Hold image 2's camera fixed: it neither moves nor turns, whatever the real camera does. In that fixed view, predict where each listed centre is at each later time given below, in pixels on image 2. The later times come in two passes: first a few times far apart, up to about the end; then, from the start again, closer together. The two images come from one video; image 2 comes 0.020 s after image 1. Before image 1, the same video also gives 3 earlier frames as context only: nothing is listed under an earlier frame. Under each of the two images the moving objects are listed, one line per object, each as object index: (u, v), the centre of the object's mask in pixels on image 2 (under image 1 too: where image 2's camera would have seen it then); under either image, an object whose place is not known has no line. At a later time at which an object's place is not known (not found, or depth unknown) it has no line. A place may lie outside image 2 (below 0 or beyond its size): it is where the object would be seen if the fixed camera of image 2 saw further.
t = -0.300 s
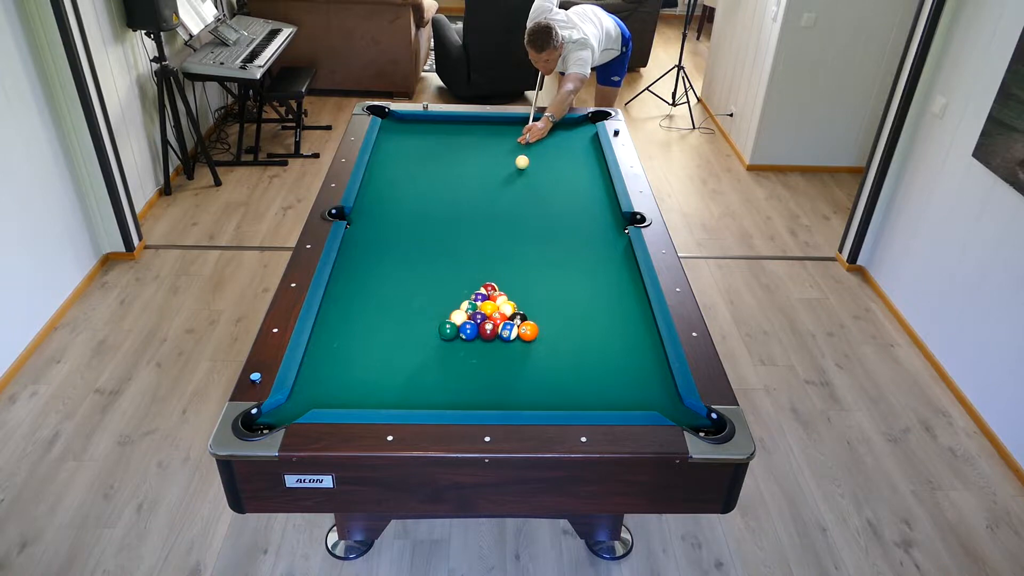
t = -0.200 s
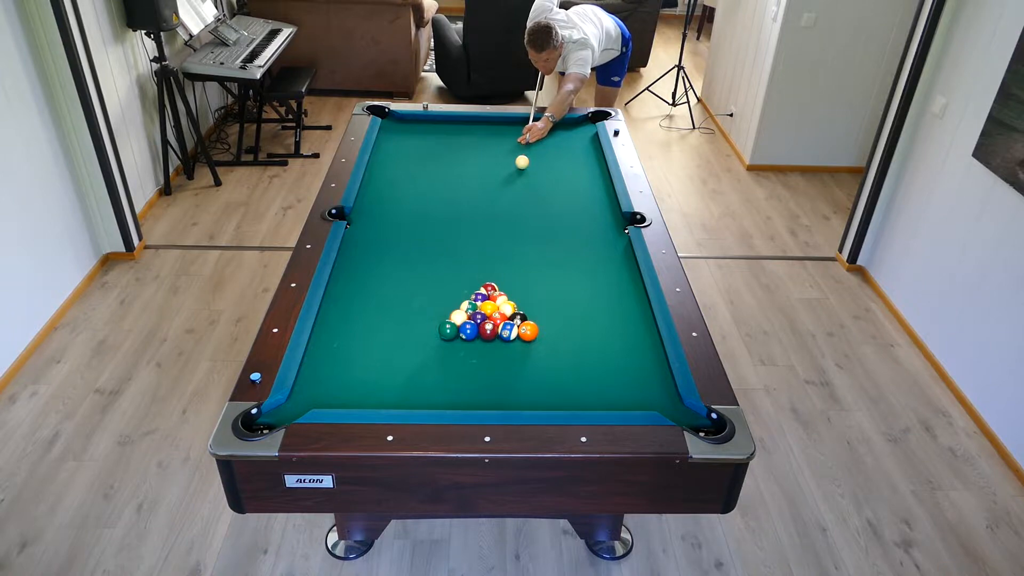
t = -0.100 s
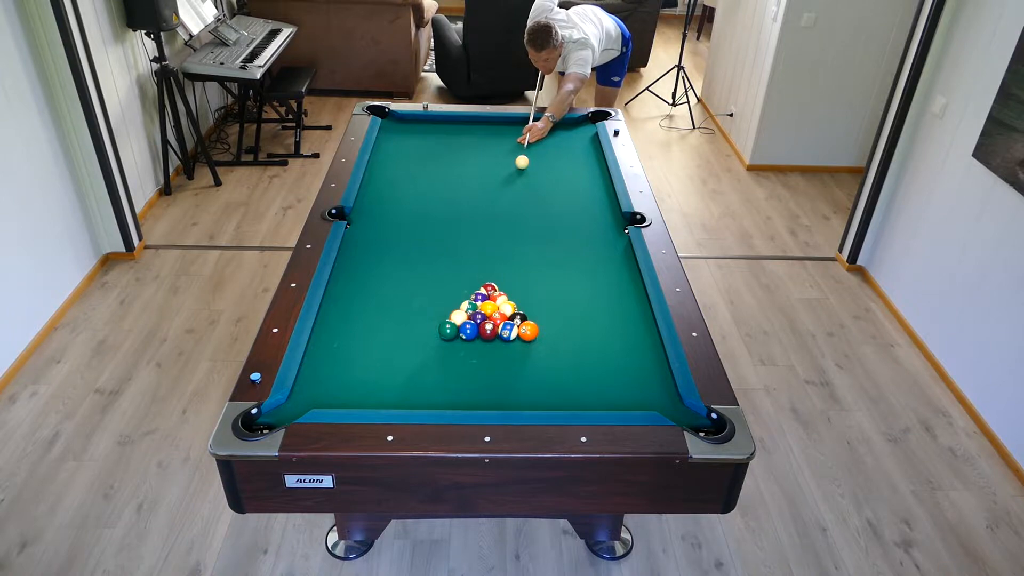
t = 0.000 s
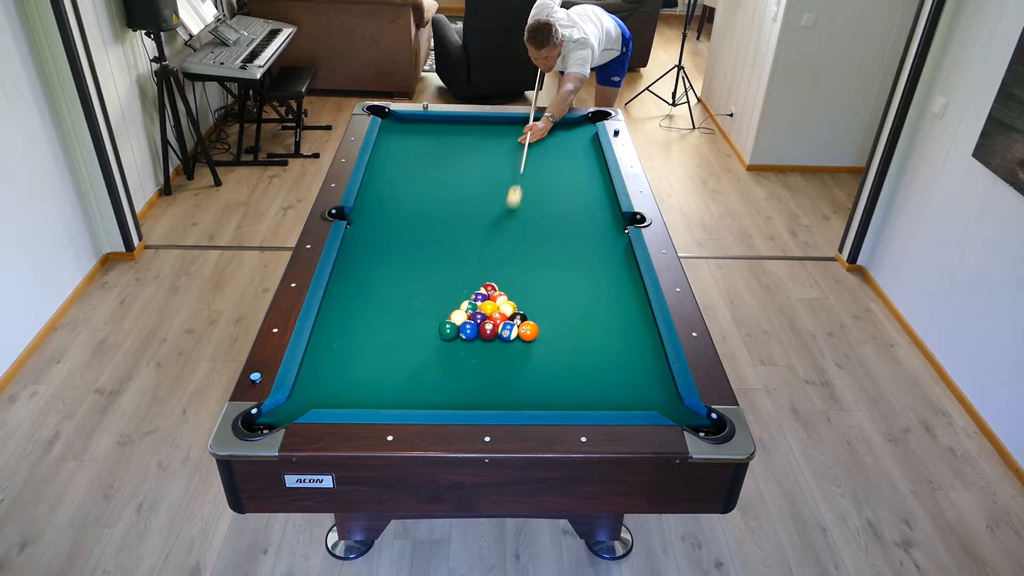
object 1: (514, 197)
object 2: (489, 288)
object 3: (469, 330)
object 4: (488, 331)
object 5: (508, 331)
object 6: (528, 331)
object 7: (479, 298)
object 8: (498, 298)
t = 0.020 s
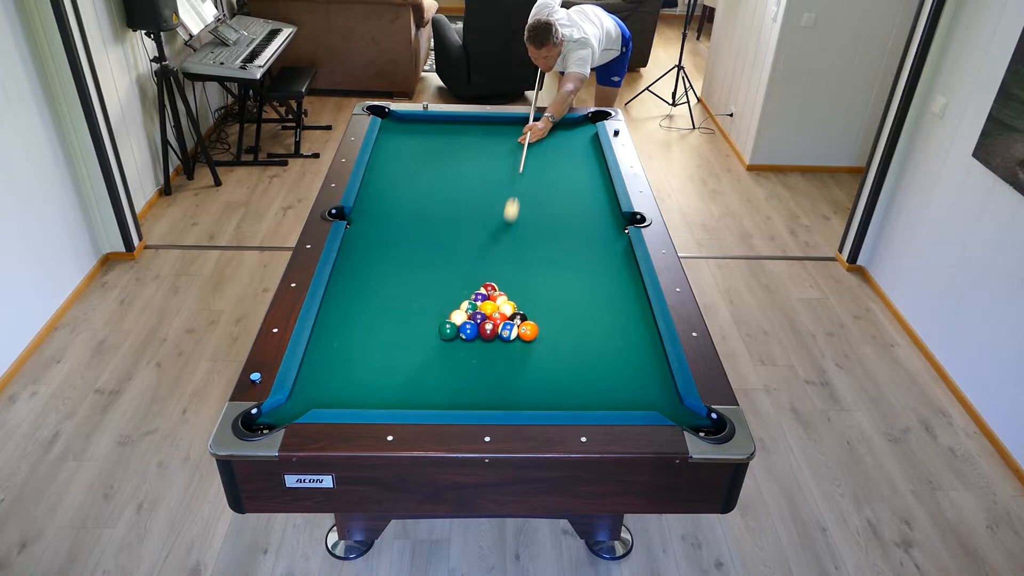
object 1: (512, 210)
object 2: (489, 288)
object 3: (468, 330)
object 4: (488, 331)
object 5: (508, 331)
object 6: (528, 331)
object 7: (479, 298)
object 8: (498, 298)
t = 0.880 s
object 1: (596, 275)
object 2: (432, 255)
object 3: (484, 372)
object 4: (575, 395)
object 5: (595, 387)
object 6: (646, 342)
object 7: (371, 243)
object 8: (513, 287)
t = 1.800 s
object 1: (515, 270)
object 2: (385, 226)
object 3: (478, 322)
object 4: (624, 377)
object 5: (636, 336)
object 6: (587, 268)
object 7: (406, 203)
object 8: (501, 288)
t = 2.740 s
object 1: (484, 259)
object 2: (361, 210)
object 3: (461, 309)
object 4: (644, 358)
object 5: (633, 310)
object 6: (536, 220)
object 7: (456, 178)
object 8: (469, 296)
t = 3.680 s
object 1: (470, 256)
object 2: (374, 212)
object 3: (455, 309)
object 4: (646, 354)
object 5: (620, 300)
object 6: (502, 190)
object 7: (489, 163)
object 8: (463, 295)
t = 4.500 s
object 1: (469, 256)
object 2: (375, 212)
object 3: (455, 309)
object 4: (646, 355)
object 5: (618, 299)
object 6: (483, 173)
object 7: (507, 156)
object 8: (463, 295)
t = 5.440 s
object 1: (469, 256)
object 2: (375, 212)
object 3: (455, 309)
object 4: (646, 354)
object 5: (618, 299)
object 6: (470, 163)
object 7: (515, 154)
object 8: (463, 295)
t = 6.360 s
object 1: (470, 257)
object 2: (375, 212)
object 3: (455, 309)
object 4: (646, 354)
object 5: (618, 299)
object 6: (468, 161)
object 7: (514, 154)
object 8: (463, 295)
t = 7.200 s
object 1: (469, 261)
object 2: (375, 212)
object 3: (455, 309)
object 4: (646, 354)
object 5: (618, 299)
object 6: (468, 161)
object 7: (514, 154)
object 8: (463, 295)
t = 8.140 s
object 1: (469, 261)
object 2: (375, 212)
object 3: (455, 309)
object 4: (646, 355)
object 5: (618, 299)
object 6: (468, 161)
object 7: (514, 154)
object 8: (463, 295)
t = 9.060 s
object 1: (469, 261)
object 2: (375, 212)
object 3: (455, 309)
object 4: (646, 354)
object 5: (618, 299)
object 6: (468, 161)
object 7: (514, 154)
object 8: (463, 295)
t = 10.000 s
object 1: (469, 261)
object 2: (375, 212)
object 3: (455, 309)
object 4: (646, 354)
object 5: (618, 299)
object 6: (468, 161)
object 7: (514, 154)
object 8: (463, 295)
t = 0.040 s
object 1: (509, 224)
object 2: (489, 288)
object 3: (468, 330)
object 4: (488, 331)
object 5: (508, 331)
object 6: (528, 331)
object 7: (479, 298)
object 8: (498, 298)
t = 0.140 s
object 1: (506, 281)
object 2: (487, 289)
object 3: (469, 335)
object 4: (492, 333)
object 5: (512, 335)
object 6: (535, 338)
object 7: (474, 297)
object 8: (499, 297)
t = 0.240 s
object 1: (539, 280)
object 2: (478, 284)
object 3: (472, 354)
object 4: (503, 341)
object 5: (526, 349)
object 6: (563, 367)
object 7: (456, 288)
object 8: (502, 296)
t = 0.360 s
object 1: (572, 278)
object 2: (468, 278)
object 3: (476, 375)
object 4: (517, 352)
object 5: (542, 366)
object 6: (593, 397)
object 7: (438, 279)
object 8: (504, 294)
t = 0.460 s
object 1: (597, 276)
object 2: (460, 273)
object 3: (479, 393)
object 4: (528, 360)
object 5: (555, 380)
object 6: (609, 394)
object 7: (424, 271)
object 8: (506, 293)
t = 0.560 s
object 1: (622, 274)
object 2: (453, 269)
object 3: (481, 400)
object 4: (539, 368)
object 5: (569, 396)
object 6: (618, 380)
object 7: (411, 264)
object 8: (508, 292)
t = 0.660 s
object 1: (624, 274)
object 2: (446, 265)
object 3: (483, 392)
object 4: (550, 376)
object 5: (581, 402)
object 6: (628, 367)
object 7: (398, 257)
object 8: (510, 290)
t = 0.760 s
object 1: (610, 274)
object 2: (439, 260)
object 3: (484, 383)
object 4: (562, 385)
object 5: (588, 395)
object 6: (636, 355)
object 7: (386, 251)
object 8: (511, 289)
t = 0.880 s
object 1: (596, 275)
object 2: (432, 255)
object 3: (484, 372)
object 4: (575, 395)
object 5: (595, 387)
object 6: (646, 342)
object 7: (371, 243)
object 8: (513, 287)
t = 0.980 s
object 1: (584, 275)
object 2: (426, 252)
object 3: (485, 364)
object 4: (587, 402)
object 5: (601, 381)
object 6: (647, 332)
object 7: (360, 237)
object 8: (514, 286)
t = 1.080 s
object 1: (573, 276)
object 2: (420, 248)
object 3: (485, 356)
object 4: (593, 401)
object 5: (606, 374)
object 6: (639, 322)
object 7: (354, 231)
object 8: (515, 285)
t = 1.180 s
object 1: (561, 276)
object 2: (414, 245)
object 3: (486, 349)
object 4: (598, 399)
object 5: (611, 368)
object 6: (631, 313)
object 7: (363, 227)
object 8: (515, 284)
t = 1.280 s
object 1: (550, 276)
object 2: (409, 241)
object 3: (486, 342)
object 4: (603, 394)
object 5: (616, 362)
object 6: (623, 305)
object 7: (370, 222)
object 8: (516, 284)
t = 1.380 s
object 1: (539, 277)
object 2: (404, 238)
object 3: (487, 336)
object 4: (608, 390)
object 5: (620, 357)
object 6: (615, 297)
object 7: (377, 218)
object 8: (517, 283)
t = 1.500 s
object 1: (529, 276)
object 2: (398, 234)
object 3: (486, 330)
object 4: (613, 386)
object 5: (626, 350)
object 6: (607, 288)
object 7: (386, 214)
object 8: (515, 284)
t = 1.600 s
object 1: (524, 274)
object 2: (393, 231)
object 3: (483, 327)
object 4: (617, 383)
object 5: (629, 346)
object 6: (600, 281)
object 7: (393, 210)
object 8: (510, 285)
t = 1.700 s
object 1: (519, 272)
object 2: (389, 228)
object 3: (480, 324)
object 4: (620, 379)
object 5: (633, 341)
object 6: (593, 274)
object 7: (400, 206)
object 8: (506, 287)
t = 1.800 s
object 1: (515, 270)
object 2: (385, 226)
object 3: (478, 322)
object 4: (624, 377)
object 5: (636, 336)
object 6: (587, 268)
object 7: (406, 203)
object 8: (501, 288)
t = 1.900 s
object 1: (511, 269)
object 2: (381, 224)
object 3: (475, 320)
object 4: (627, 374)
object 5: (640, 332)
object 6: (581, 262)
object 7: (412, 200)
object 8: (497, 288)
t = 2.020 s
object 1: (506, 267)
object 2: (376, 221)
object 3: (472, 318)
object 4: (630, 371)
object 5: (643, 328)
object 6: (574, 255)
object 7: (419, 196)
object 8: (492, 289)
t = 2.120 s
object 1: (502, 266)
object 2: (372, 219)
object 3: (470, 316)
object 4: (633, 369)
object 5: (646, 324)
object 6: (568, 249)
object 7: (425, 193)
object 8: (488, 291)
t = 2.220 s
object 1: (499, 265)
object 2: (369, 217)
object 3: (468, 315)
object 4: (635, 366)
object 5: (645, 321)
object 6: (562, 244)
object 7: (431, 190)
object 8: (484, 292)
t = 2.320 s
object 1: (495, 263)
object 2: (366, 214)
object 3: (466, 313)
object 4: (638, 365)
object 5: (643, 318)
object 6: (557, 239)
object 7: (436, 188)
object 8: (481, 294)
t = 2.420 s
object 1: (492, 262)
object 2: (363, 213)
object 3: (465, 312)
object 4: (640, 363)
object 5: (640, 316)
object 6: (552, 234)
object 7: (441, 186)
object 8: (477, 295)
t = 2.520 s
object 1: (489, 261)
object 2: (360, 211)
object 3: (463, 311)
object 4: (641, 361)
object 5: (638, 314)
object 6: (547, 230)
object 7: (446, 183)
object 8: (475, 296)
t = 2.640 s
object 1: (486, 260)
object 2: (359, 210)
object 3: (462, 310)
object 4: (643, 360)
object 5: (635, 312)
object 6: (541, 225)
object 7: (451, 180)
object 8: (472, 296)
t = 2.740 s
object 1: (484, 259)
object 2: (361, 210)
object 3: (461, 309)
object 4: (644, 358)
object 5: (633, 310)
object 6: (536, 220)
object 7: (456, 178)
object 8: (469, 296)
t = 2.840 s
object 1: (481, 258)
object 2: (363, 210)
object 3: (459, 309)
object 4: (645, 357)
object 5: (631, 308)
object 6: (532, 217)
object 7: (460, 176)
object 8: (467, 296)
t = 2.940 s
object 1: (479, 258)
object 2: (366, 210)
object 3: (458, 309)
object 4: (646, 356)
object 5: (629, 307)
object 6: (528, 213)
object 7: (465, 174)
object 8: (465, 296)
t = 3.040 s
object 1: (477, 257)
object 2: (368, 210)
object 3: (457, 309)
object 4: (646, 355)
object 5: (628, 305)
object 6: (524, 209)
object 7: (469, 172)
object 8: (464, 295)
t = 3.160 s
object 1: (475, 257)
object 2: (370, 210)
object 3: (456, 309)
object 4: (646, 355)
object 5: (626, 304)
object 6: (520, 205)
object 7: (473, 170)
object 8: (463, 295)
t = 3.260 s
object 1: (474, 256)
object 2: (371, 211)
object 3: (456, 309)
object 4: (646, 354)
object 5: (624, 303)
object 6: (516, 202)
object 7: (476, 169)
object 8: (462, 295)
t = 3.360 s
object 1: (473, 256)
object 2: (372, 211)
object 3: (455, 309)
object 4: (646, 354)
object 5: (623, 302)
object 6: (512, 199)
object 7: (480, 167)
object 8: (463, 295)
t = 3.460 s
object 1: (471, 256)
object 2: (373, 211)
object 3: (455, 309)
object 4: (646, 354)
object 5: (622, 301)
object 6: (509, 196)
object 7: (483, 166)
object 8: (463, 295)
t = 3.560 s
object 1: (470, 256)
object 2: (374, 211)
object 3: (455, 309)
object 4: (646, 354)
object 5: (621, 300)
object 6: (506, 194)
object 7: (486, 164)
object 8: (463, 295)
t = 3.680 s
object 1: (470, 256)
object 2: (374, 212)
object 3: (455, 309)
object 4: (646, 354)
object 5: (620, 300)
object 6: (502, 190)
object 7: (489, 163)
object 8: (463, 295)
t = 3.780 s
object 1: (470, 256)
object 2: (375, 212)
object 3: (455, 309)
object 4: (646, 354)
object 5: (620, 300)
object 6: (499, 188)
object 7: (492, 162)
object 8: (463, 295)
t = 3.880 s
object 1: (470, 256)
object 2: (375, 212)
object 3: (455, 309)
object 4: (646, 354)
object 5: (619, 300)
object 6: (497, 185)
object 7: (495, 160)
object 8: (463, 295)
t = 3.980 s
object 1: (470, 256)
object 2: (375, 212)
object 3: (455, 309)
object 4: (646, 354)
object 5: (619, 300)
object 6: (494, 183)
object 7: (497, 160)
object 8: (463, 295)
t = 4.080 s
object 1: (469, 256)
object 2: (375, 212)
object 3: (455, 309)
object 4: (646, 354)
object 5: (619, 299)
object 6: (492, 181)
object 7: (499, 159)
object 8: (463, 295)
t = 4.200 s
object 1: (469, 256)
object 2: (375, 212)
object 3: (455, 309)
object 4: (646, 354)
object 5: (619, 299)
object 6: (489, 179)
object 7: (502, 158)
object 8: (463, 295)
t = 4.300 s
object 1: (469, 256)
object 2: (375, 212)
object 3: (455, 309)
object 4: (646, 355)
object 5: (619, 299)
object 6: (487, 177)
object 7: (504, 157)
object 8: (463, 295)
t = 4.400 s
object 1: (469, 256)
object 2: (375, 212)
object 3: (455, 309)
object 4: (646, 355)
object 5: (618, 299)
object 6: (485, 175)
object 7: (506, 156)
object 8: (463, 295)
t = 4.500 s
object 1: (469, 256)
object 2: (375, 212)
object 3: (455, 309)
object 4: (646, 355)
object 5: (618, 299)
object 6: (483, 173)
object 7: (507, 156)
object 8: (463, 295)
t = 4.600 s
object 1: (469, 256)
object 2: (375, 212)
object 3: (455, 309)
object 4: (646, 354)
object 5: (618, 299)
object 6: (481, 172)
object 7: (509, 155)
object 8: (463, 295)
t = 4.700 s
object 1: (469, 256)
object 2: (375, 212)
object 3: (455, 309)
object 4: (646, 354)
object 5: (619, 299)
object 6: (479, 171)
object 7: (510, 155)
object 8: (463, 295)
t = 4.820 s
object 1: (469, 256)
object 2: (375, 212)
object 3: (455, 309)
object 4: (646, 354)
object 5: (618, 299)
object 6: (477, 169)
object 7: (511, 154)
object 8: (463, 295)
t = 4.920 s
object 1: (469, 256)
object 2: (375, 212)
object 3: (455, 309)
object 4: (646, 354)
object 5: (618, 299)
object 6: (476, 168)
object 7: (512, 154)
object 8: (463, 295)
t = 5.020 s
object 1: (469, 256)
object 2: (375, 212)
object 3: (455, 309)
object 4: (646, 354)
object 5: (618, 299)
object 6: (475, 167)
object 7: (513, 154)
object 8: (463, 295)
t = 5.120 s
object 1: (470, 256)
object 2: (375, 212)
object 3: (455, 309)
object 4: (646, 354)
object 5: (618, 299)
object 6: (473, 166)
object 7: (514, 154)
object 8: (463, 295)
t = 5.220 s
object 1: (469, 256)
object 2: (375, 212)
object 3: (455, 309)
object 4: (646, 354)
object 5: (618, 299)
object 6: (472, 165)
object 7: (514, 154)
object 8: (463, 295)
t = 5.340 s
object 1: (469, 256)
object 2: (375, 212)
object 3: (455, 309)
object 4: (646, 354)
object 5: (618, 299)
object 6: (471, 164)
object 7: (515, 154)
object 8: (463, 295)
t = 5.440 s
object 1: (469, 256)
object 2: (375, 212)
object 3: (455, 309)
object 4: (646, 354)
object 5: (618, 299)
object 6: (470, 163)
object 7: (515, 154)
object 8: (463, 295)
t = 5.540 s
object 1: (469, 256)
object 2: (375, 212)
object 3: (455, 309)
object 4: (646, 354)
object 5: (618, 299)
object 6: (470, 163)
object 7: (515, 154)
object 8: (463, 295)
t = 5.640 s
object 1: (469, 256)
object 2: (375, 212)
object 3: (455, 309)
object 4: (646, 354)
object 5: (618, 299)
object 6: (469, 162)
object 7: (515, 154)
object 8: (463, 295)
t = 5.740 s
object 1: (469, 256)
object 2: (375, 212)
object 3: (455, 309)
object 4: (646, 354)
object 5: (618, 299)
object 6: (469, 162)
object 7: (514, 154)
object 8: (463, 295)
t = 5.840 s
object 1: (469, 256)
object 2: (375, 212)
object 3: (455, 309)
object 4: (646, 354)
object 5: (618, 299)
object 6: (468, 161)
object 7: (514, 154)
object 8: (463, 295)
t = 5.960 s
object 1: (469, 256)
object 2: (375, 212)
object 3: (455, 309)
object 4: (646, 354)
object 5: (618, 299)
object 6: (468, 161)
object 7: (514, 154)
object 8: (463, 295)
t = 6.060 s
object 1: (469, 256)
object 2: (375, 212)
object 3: (455, 309)
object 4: (646, 354)
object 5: (618, 299)
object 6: (468, 161)
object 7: (514, 154)
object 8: (463, 295)
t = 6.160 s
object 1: (469, 256)
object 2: (375, 212)
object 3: (455, 309)
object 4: (646, 354)
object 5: (618, 299)
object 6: (468, 161)
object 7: (514, 154)
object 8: (463, 295)
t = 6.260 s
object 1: (470, 256)
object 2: (375, 212)
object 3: (455, 309)
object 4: (646, 354)
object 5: (618, 299)
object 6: (468, 161)
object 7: (514, 154)
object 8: (463, 295)
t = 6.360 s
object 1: (470, 257)
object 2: (375, 212)
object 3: (455, 309)
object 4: (646, 354)
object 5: (618, 299)
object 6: (468, 161)
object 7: (514, 154)
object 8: (463, 295)
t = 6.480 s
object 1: (470, 258)
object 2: (375, 212)
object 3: (455, 309)
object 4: (646, 354)
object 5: (618, 299)
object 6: (468, 161)
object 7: (514, 154)
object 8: (463, 295)
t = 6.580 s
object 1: (470, 259)
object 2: (375, 212)
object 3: (455, 309)
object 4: (646, 354)
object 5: (618, 299)
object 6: (468, 161)
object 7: (514, 154)
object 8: (463, 295)
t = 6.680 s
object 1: (469, 260)
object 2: (375, 212)
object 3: (455, 309)
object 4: (646, 354)
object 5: (618, 299)
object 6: (468, 161)
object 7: (515, 154)
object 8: (463, 295)
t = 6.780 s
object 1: (469, 260)
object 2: (375, 212)
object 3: (455, 309)
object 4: (646, 354)
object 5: (618, 299)
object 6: (468, 161)
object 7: (514, 154)
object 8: (463, 295)
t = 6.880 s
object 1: (469, 261)
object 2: (375, 212)
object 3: (455, 309)
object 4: (646, 354)
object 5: (618, 299)
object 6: (468, 161)
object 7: (514, 154)
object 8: (463, 295)
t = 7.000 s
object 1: (468, 261)
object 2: (375, 212)
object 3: (455, 309)
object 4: (646, 354)
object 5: (618, 299)
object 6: (468, 161)
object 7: (514, 154)
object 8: (463, 295)
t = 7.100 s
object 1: (468, 261)
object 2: (375, 212)
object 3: (455, 309)
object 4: (646, 354)
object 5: (618, 299)
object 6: (468, 161)
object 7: (514, 154)
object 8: (463, 295)
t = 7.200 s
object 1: (469, 261)
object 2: (375, 212)
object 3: (455, 309)
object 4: (646, 354)
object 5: (618, 299)
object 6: (468, 161)
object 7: (514, 154)
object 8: (463, 295)
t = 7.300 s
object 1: (468, 261)
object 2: (375, 212)
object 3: (455, 309)
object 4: (646, 354)
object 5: (618, 299)
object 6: (468, 161)
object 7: (514, 154)
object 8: (463, 295)
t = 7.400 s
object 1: (469, 261)
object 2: (375, 212)
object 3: (455, 309)
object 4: (646, 354)
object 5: (618, 299)
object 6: (468, 161)
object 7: (514, 154)
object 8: (463, 295)
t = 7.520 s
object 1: (468, 261)
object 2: (375, 212)
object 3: (455, 309)
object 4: (646, 354)
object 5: (618, 299)
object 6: (468, 161)
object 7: (514, 154)
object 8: (463, 295)
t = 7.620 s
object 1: (468, 261)
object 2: (375, 212)
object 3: (455, 309)
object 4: (646, 354)
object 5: (618, 299)
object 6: (468, 161)
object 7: (514, 154)
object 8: (463, 295)
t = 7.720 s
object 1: (468, 261)
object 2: (375, 212)
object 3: (455, 309)
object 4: (646, 354)
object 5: (618, 299)
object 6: (468, 161)
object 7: (514, 154)
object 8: (463, 295)
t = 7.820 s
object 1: (468, 261)
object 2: (375, 212)
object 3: (455, 309)
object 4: (646, 354)
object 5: (618, 299)
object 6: (468, 161)
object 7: (514, 154)
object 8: (463, 295)
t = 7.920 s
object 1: (468, 261)
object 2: (375, 212)
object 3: (455, 309)
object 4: (646, 354)
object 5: (618, 299)
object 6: (467, 161)
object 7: (514, 154)
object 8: (463, 295)
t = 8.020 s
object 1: (469, 261)
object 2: (375, 212)
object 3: (455, 309)
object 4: (646, 354)
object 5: (618, 299)
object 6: (467, 161)
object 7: (514, 154)
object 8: (463, 295)
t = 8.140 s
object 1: (469, 261)
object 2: (375, 212)
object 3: (455, 309)
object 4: (646, 355)
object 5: (618, 299)
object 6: (468, 161)
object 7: (514, 154)
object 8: (463, 295)
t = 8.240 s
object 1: (469, 261)
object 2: (375, 212)
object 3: (455, 309)
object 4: (646, 355)
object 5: (618, 299)
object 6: (467, 161)
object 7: (514, 154)
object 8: (463, 295)
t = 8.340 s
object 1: (469, 261)
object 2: (375, 212)
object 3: (455, 309)
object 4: (646, 354)
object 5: (618, 299)
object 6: (467, 161)
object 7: (514, 154)
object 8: (463, 295)
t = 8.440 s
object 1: (469, 261)
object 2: (375, 212)
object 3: (455, 309)
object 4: (646, 355)
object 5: (618, 299)
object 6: (467, 161)
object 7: (514, 154)
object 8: (463, 295)
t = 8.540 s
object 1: (469, 261)
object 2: (375, 212)
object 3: (455, 309)
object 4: (646, 355)
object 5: (618, 299)
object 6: (467, 161)
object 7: (514, 154)
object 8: (463, 295)
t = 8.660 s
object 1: (468, 261)
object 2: (375, 212)
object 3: (455, 309)
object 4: (646, 355)
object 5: (618, 299)
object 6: (467, 161)
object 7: (514, 154)
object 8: (463, 295)
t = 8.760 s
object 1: (468, 261)
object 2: (375, 212)
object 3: (455, 309)
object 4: (646, 355)
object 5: (618, 299)
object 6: (467, 161)
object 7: (514, 154)
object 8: (463, 295)
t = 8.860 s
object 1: (469, 261)
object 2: (375, 212)
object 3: (455, 309)
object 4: (646, 354)
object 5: (618, 299)
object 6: (468, 161)
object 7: (514, 154)
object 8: (463, 295)
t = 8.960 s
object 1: (469, 261)
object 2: (375, 212)
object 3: (455, 309)
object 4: (646, 355)
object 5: (618, 299)
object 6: (468, 161)
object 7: (514, 154)
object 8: (463, 295)
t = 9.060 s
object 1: (469, 261)
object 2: (375, 212)
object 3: (455, 309)
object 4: (646, 354)
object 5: (618, 299)
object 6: (468, 161)
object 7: (514, 154)
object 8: (463, 295)
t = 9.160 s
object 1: (469, 261)
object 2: (375, 212)
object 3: (455, 309)
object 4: (646, 354)
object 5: (618, 299)
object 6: (468, 161)
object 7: (514, 154)
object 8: (463, 295)
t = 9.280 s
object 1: (469, 261)
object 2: (375, 212)
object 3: (455, 309)
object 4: (646, 355)
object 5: (618, 300)
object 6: (468, 161)
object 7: (514, 154)
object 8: (463, 295)
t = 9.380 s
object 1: (469, 261)
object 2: (375, 212)
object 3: (455, 309)
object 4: (646, 355)
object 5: (618, 300)
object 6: (468, 161)
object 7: (514, 154)
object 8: (463, 295)
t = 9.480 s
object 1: (469, 261)
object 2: (375, 212)
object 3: (455, 309)
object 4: (646, 355)
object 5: (618, 300)
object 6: (468, 161)
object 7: (514, 154)
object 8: (463, 295)
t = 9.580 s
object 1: (469, 261)
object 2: (375, 212)
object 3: (455, 309)
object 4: (646, 355)
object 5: (618, 299)
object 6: (468, 161)
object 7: (514, 154)
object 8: (463, 295)
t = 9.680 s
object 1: (469, 261)
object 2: (375, 212)
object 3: (455, 309)
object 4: (646, 354)
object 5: (618, 299)
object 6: (468, 161)
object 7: (514, 154)
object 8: (463, 295)
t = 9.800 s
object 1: (469, 261)
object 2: (375, 212)
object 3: (455, 309)
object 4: (646, 354)
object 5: (618, 299)
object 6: (468, 161)
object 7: (514, 154)
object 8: (463, 295)
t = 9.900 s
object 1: (469, 261)
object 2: (375, 212)
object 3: (455, 309)
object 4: (646, 354)
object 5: (618, 299)
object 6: (468, 161)
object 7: (514, 154)
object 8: (463, 295)
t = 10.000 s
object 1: (469, 261)
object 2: (375, 212)
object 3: (455, 309)
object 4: (646, 354)
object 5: (618, 299)
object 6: (468, 161)
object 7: (514, 154)
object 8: (463, 295)
